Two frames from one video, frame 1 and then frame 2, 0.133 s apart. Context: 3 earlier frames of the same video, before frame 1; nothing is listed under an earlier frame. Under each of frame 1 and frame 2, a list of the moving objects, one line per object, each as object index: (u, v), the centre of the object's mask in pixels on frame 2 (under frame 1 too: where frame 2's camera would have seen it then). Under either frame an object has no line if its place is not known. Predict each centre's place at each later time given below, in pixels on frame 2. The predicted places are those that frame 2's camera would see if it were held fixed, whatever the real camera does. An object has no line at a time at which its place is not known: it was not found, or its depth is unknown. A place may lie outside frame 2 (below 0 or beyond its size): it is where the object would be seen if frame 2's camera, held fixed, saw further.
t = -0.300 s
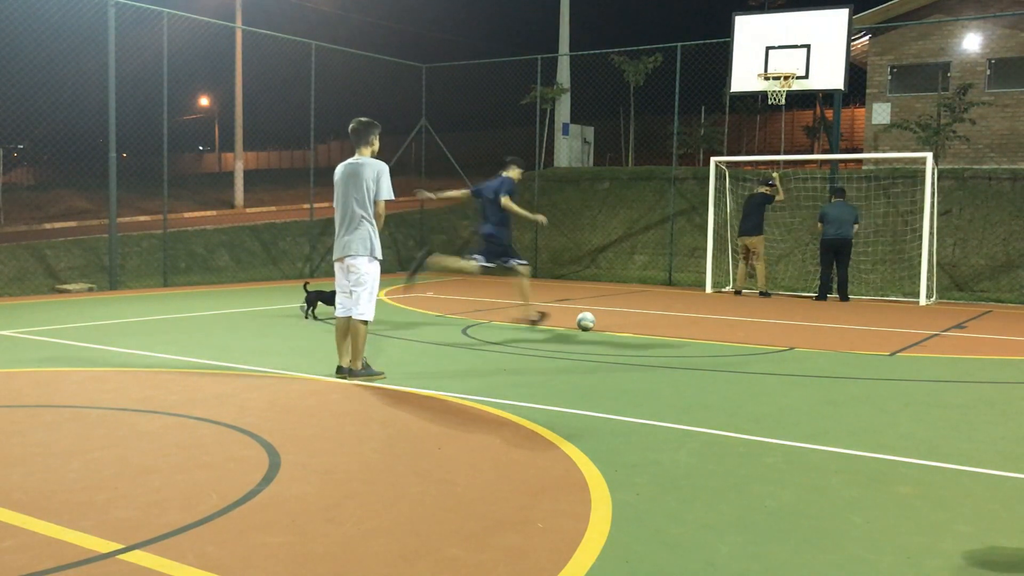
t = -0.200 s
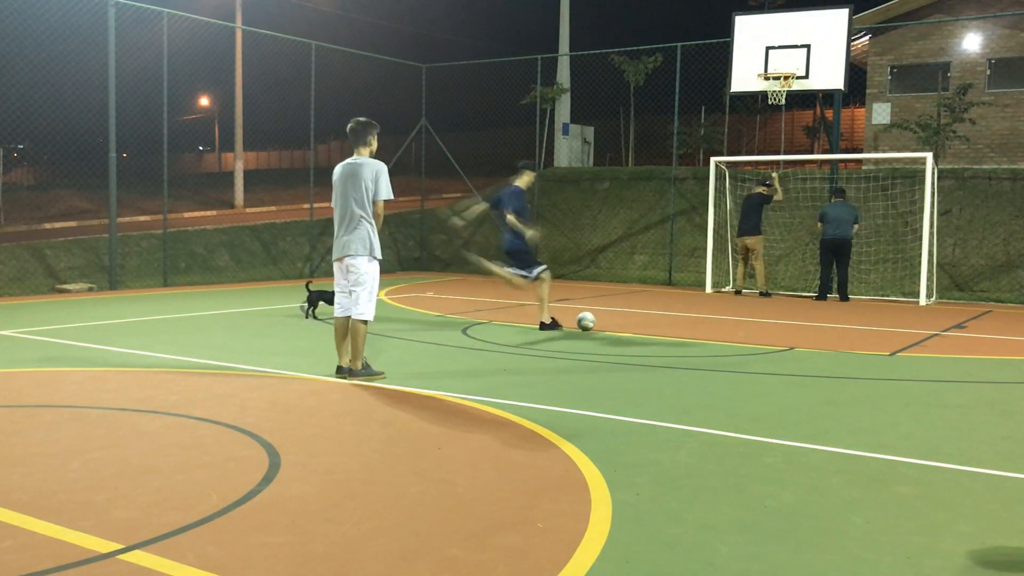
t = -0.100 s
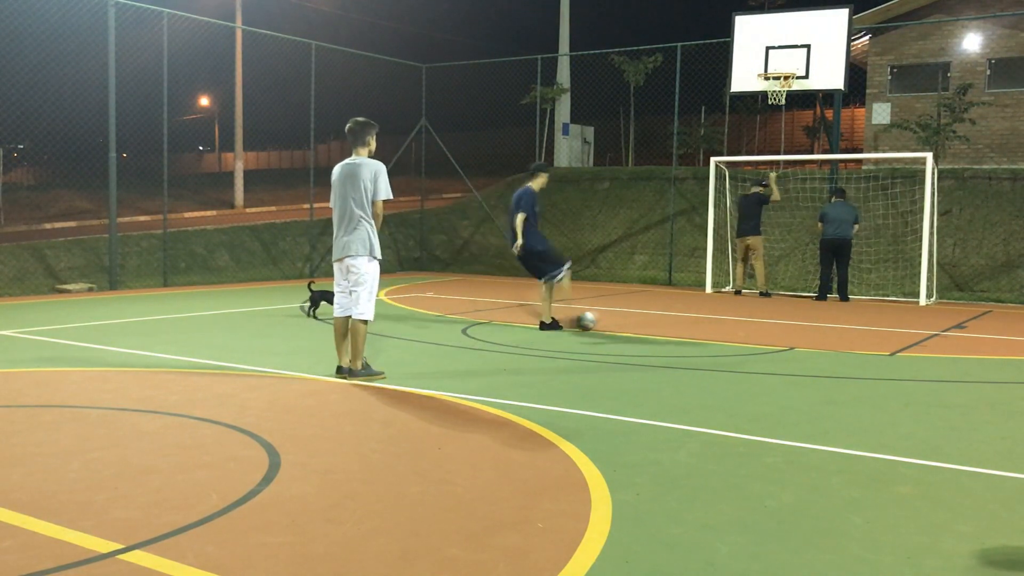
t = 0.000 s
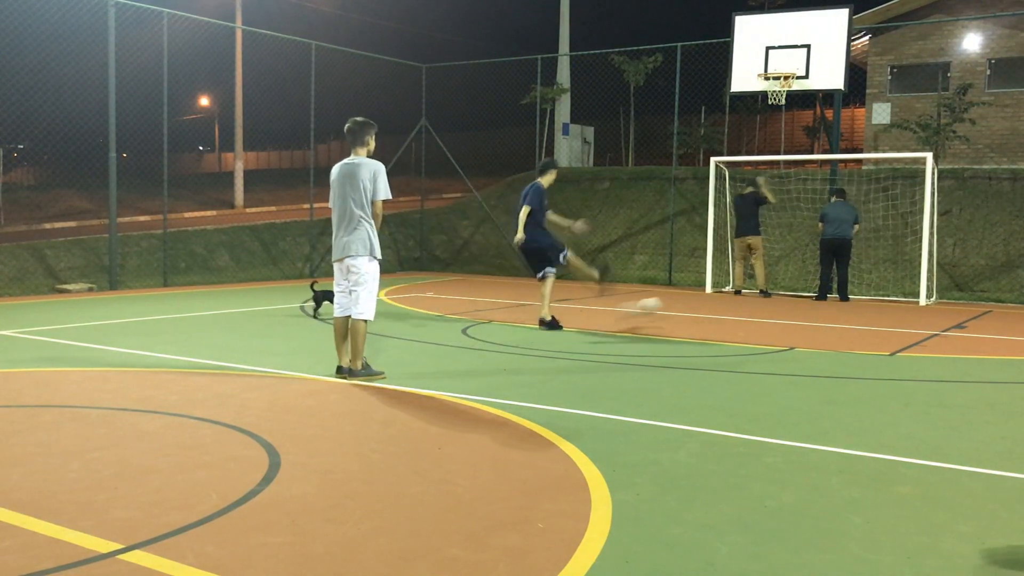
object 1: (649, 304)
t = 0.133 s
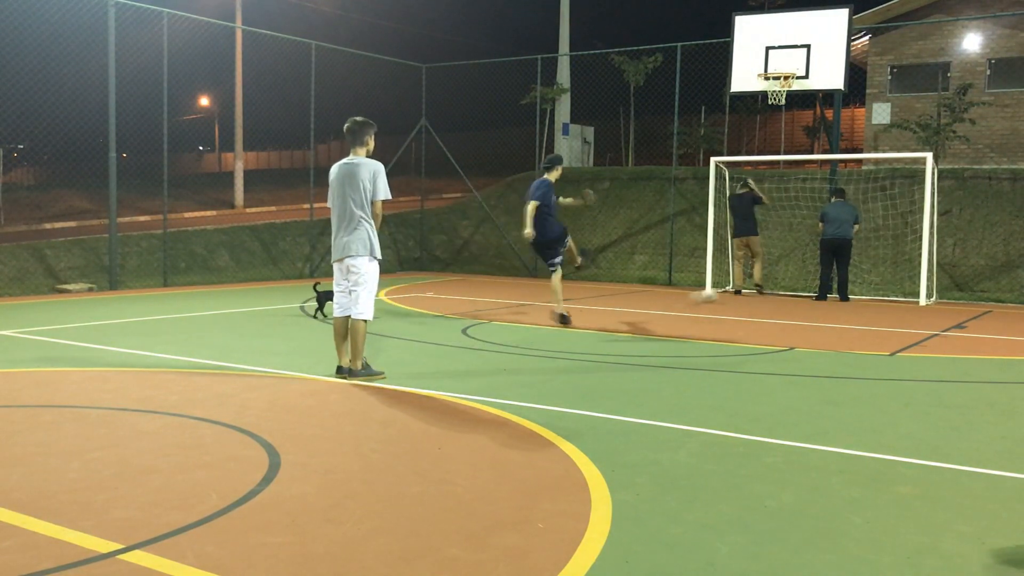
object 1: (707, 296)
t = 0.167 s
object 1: (720, 293)
